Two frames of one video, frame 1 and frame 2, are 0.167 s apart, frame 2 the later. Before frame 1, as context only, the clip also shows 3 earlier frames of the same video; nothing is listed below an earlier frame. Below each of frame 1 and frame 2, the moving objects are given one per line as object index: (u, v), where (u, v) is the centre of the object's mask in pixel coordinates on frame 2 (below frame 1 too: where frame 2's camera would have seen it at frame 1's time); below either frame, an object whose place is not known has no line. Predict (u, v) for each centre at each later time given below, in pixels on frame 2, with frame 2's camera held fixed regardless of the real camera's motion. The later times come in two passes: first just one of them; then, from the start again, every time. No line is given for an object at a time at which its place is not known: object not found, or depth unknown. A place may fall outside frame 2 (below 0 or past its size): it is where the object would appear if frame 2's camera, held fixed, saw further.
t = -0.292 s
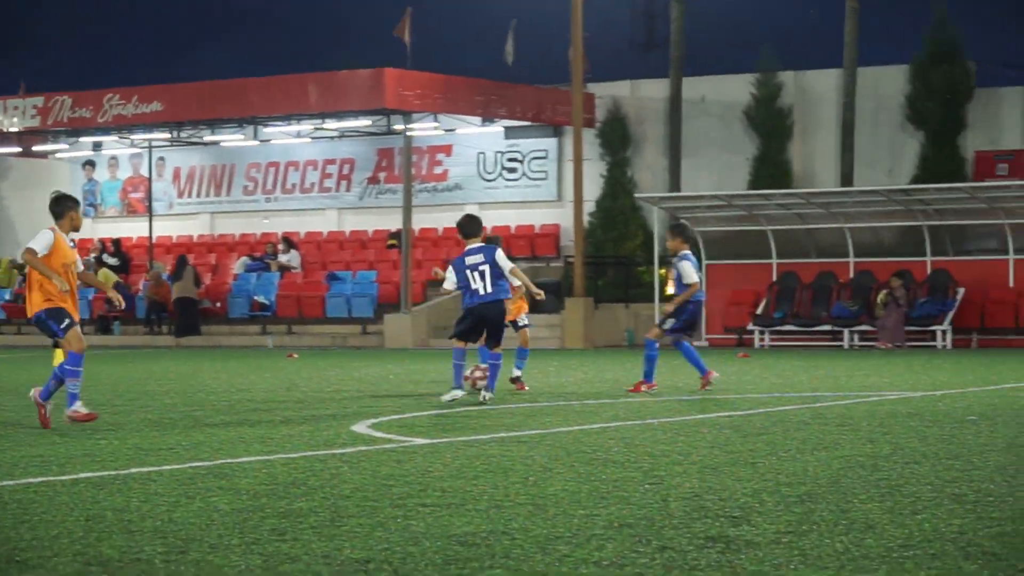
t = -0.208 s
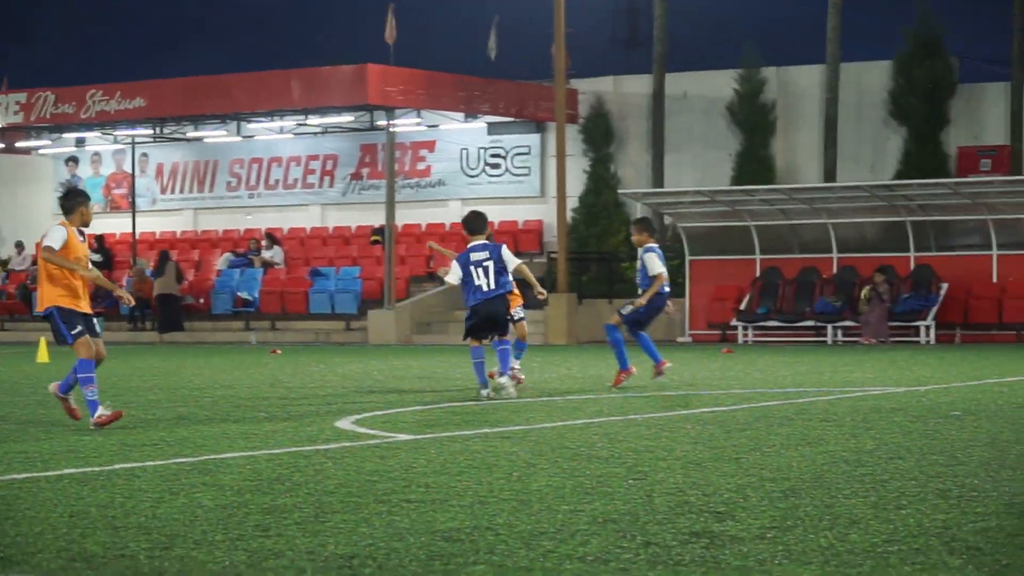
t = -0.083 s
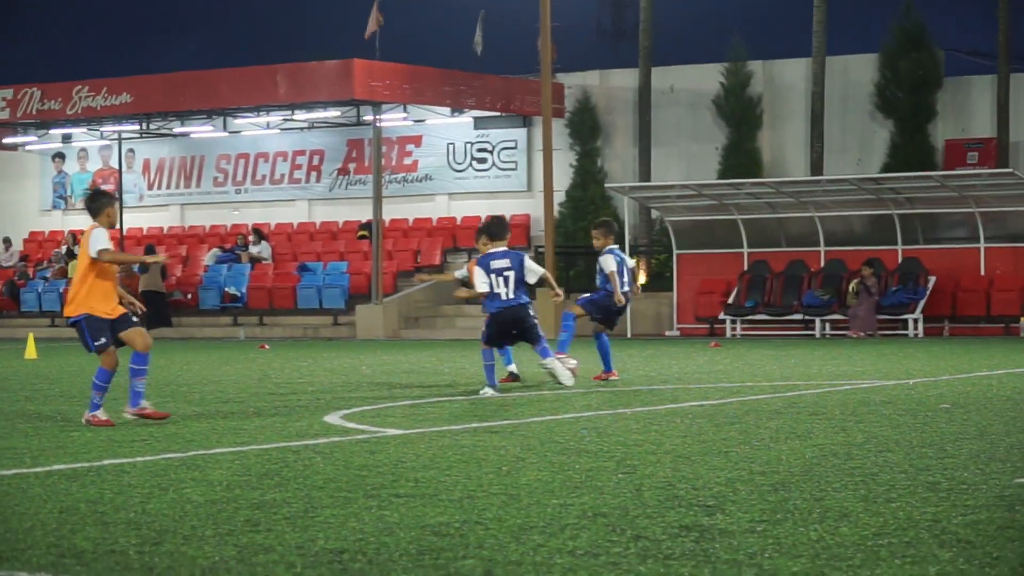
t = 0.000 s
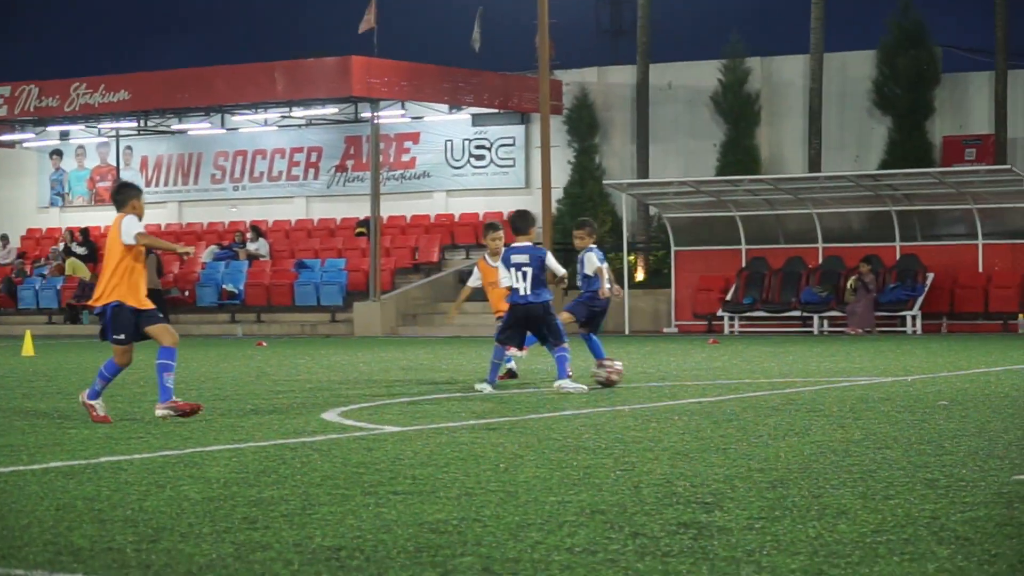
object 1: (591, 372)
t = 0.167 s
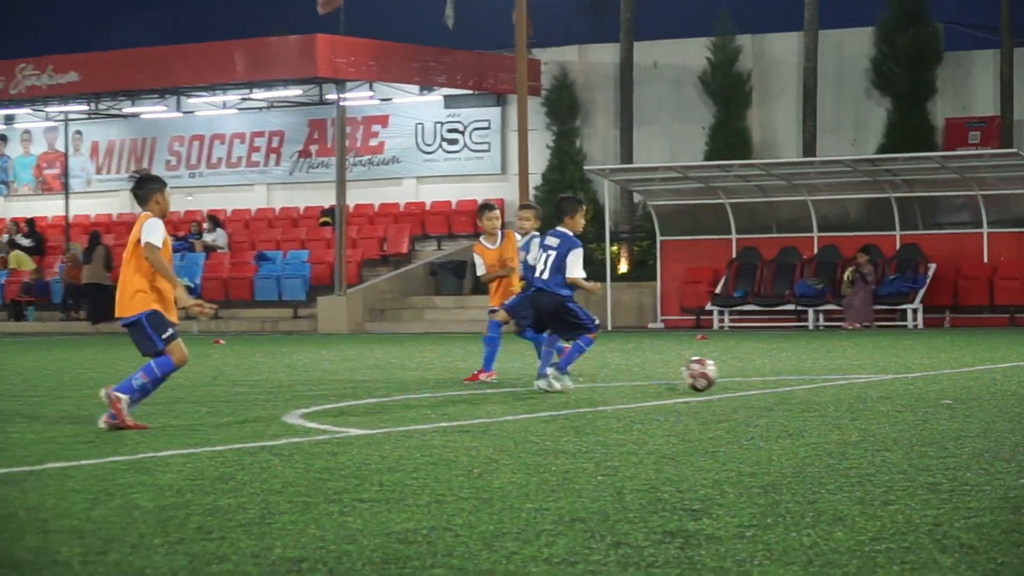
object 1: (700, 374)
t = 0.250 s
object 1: (749, 376)
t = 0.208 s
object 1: (725, 376)
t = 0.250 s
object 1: (749, 376)
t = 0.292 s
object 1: (773, 377)
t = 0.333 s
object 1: (796, 378)
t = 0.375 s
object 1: (819, 378)
